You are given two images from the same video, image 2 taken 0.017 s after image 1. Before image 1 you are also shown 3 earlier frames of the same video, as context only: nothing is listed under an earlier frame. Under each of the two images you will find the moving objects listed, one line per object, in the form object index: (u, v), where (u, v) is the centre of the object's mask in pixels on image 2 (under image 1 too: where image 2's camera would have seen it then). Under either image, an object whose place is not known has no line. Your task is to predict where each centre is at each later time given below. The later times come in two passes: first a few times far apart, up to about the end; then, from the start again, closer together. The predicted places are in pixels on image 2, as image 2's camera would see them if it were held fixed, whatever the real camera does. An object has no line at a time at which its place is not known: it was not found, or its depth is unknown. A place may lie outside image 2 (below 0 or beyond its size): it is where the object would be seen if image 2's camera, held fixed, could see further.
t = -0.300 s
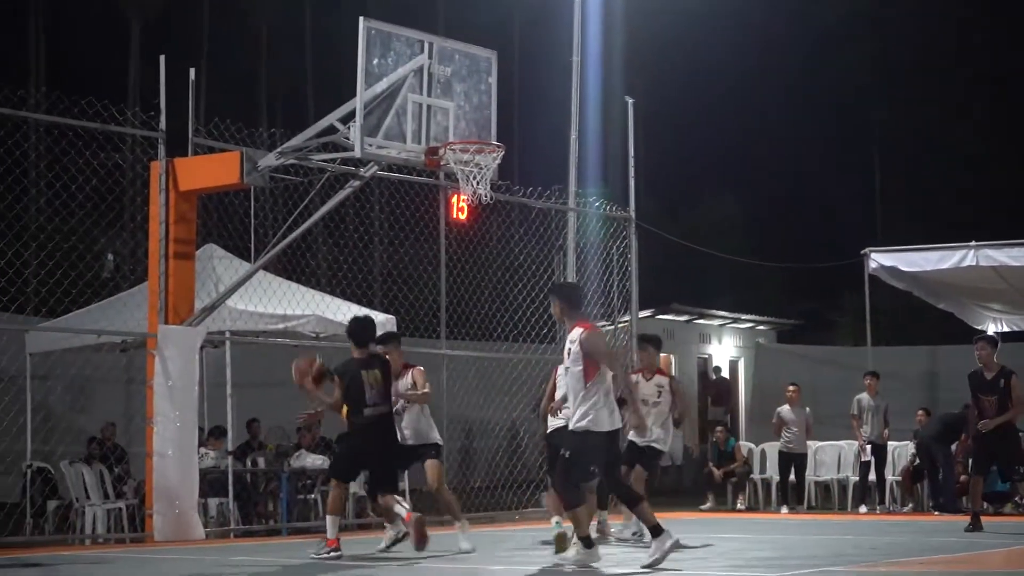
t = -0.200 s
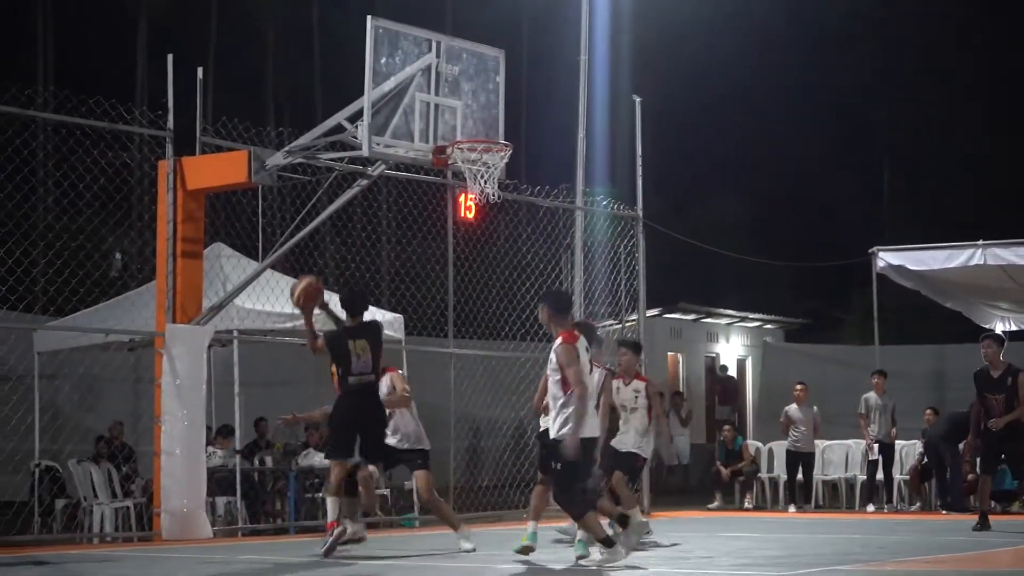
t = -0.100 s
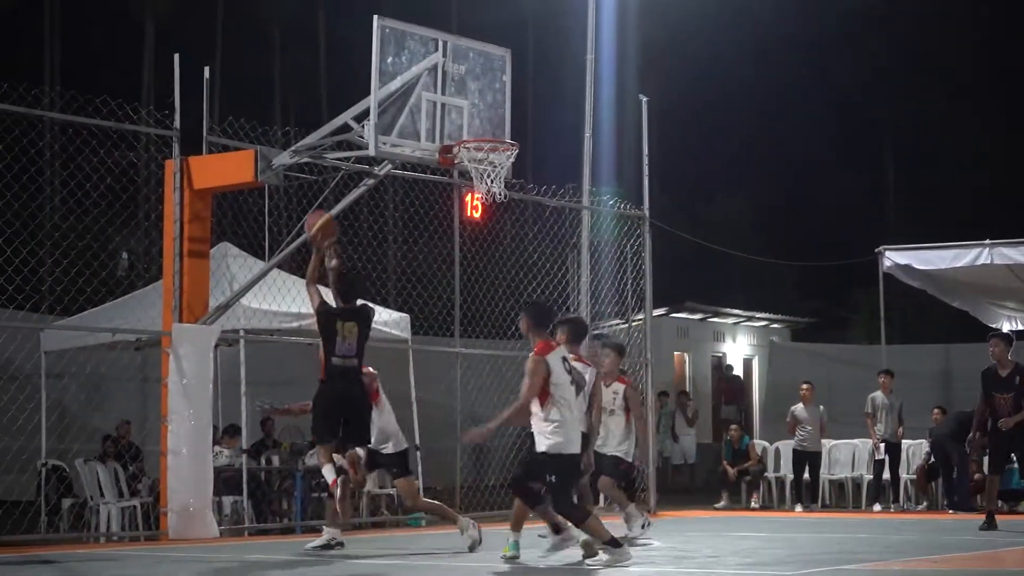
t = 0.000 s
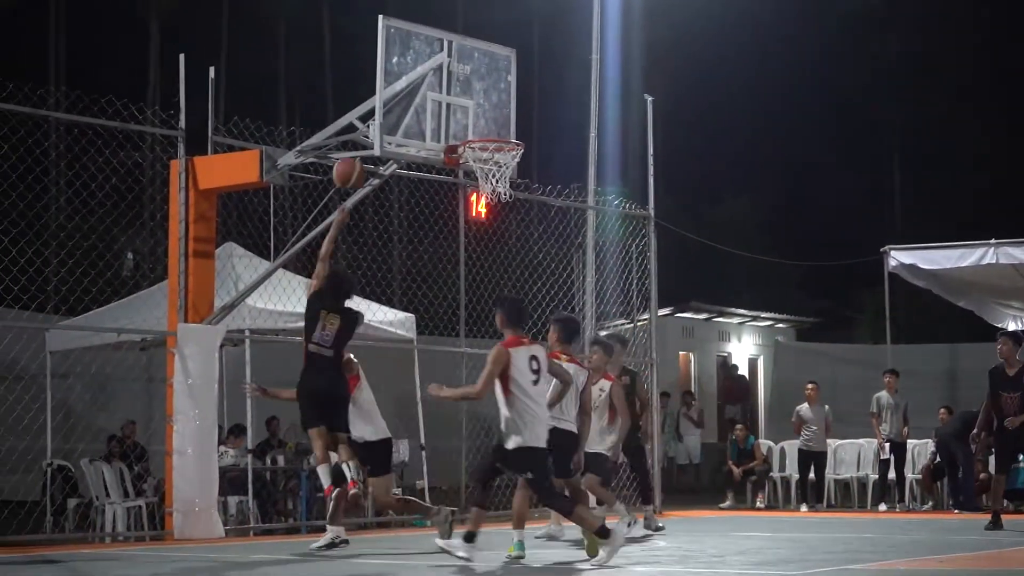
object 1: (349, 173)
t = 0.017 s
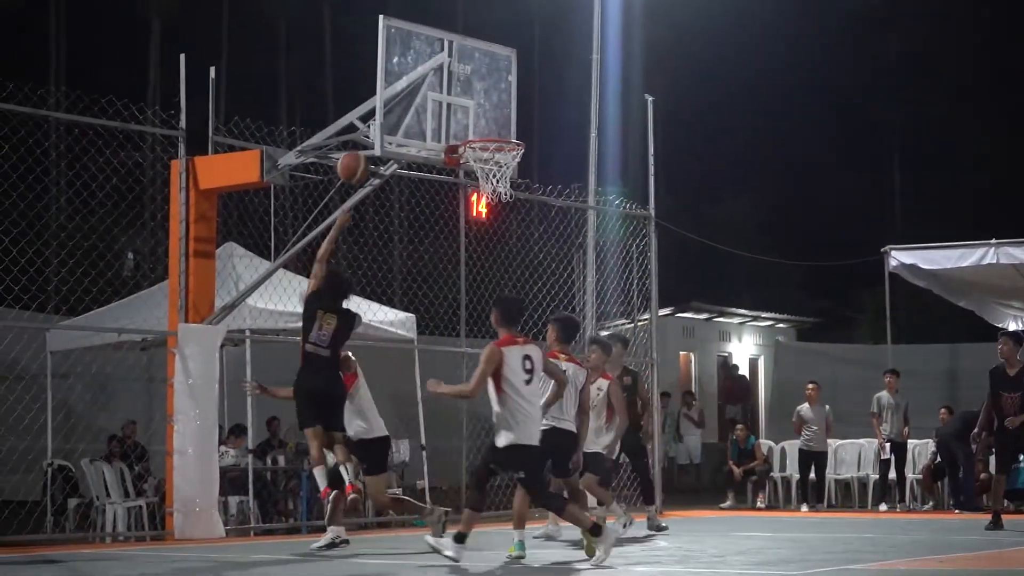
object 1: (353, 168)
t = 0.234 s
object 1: (402, 112)
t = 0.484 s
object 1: (465, 121)
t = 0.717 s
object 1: (478, 110)
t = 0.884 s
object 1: (487, 139)
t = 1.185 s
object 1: (503, 278)
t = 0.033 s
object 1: (357, 160)
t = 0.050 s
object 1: (361, 154)
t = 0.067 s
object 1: (365, 149)
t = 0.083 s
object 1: (369, 143)
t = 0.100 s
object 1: (373, 139)
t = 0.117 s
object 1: (375, 134)
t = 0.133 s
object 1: (379, 130)
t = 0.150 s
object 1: (383, 126)
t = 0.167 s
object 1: (387, 122)
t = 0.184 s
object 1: (391, 120)
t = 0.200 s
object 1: (395, 116)
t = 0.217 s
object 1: (397, 116)
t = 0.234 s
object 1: (402, 112)
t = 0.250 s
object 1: (405, 111)
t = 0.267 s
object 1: (410, 110)
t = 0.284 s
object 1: (416, 110)
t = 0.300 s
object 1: (421, 111)
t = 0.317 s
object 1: (426, 111)
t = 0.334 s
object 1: (431, 112)
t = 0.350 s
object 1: (434, 112)
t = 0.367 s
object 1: (439, 114)
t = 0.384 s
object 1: (444, 116)
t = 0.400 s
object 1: (450, 118)
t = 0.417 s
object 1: (454, 120)
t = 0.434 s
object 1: (459, 123)
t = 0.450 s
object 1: (462, 126)
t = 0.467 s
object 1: (464, 123)
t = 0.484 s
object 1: (465, 121)
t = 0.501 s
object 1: (466, 118)
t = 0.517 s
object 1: (467, 115)
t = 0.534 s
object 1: (468, 113)
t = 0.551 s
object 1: (469, 111)
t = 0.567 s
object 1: (470, 110)
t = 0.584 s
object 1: (470, 109)
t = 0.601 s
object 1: (472, 108)
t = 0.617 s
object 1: (473, 107)
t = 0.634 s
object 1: (474, 107)
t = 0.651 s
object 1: (474, 107)
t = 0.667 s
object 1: (475, 107)
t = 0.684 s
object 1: (476, 108)
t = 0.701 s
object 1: (477, 109)
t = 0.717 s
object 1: (478, 110)
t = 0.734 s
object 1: (479, 112)
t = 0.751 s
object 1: (481, 114)
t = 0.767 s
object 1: (481, 117)
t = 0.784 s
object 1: (482, 120)
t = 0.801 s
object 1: (483, 123)
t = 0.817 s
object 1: (484, 125)
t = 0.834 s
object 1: (485, 127)
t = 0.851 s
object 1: (487, 130)
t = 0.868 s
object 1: (487, 132)
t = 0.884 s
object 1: (487, 139)
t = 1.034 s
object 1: (501, 201)
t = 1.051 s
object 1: (497, 208)
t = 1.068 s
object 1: (499, 215)
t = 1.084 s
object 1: (500, 221)
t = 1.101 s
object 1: (499, 232)
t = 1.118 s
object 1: (500, 240)
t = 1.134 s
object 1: (501, 249)
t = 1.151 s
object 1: (501, 260)
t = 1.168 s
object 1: (502, 269)
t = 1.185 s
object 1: (503, 278)
